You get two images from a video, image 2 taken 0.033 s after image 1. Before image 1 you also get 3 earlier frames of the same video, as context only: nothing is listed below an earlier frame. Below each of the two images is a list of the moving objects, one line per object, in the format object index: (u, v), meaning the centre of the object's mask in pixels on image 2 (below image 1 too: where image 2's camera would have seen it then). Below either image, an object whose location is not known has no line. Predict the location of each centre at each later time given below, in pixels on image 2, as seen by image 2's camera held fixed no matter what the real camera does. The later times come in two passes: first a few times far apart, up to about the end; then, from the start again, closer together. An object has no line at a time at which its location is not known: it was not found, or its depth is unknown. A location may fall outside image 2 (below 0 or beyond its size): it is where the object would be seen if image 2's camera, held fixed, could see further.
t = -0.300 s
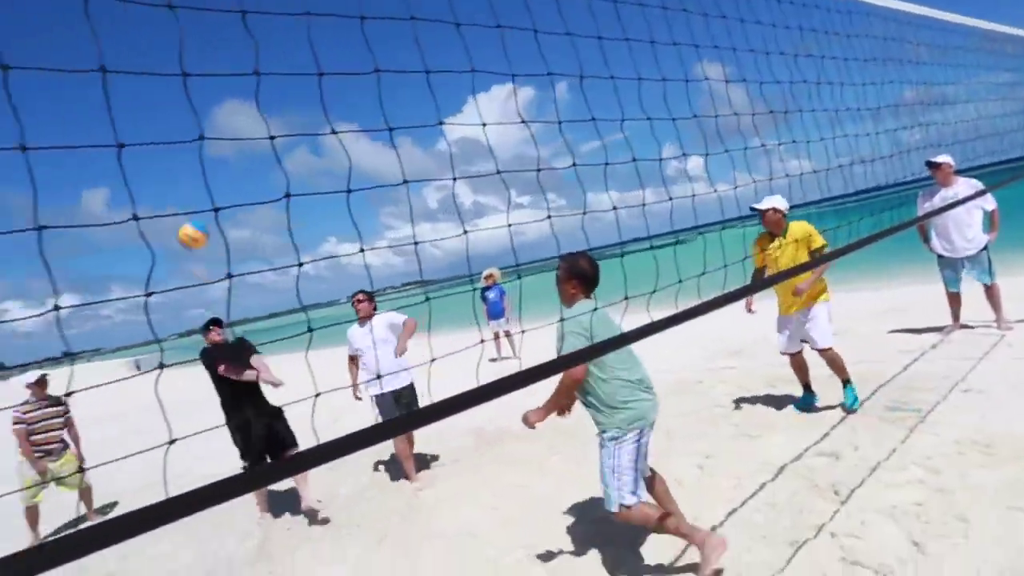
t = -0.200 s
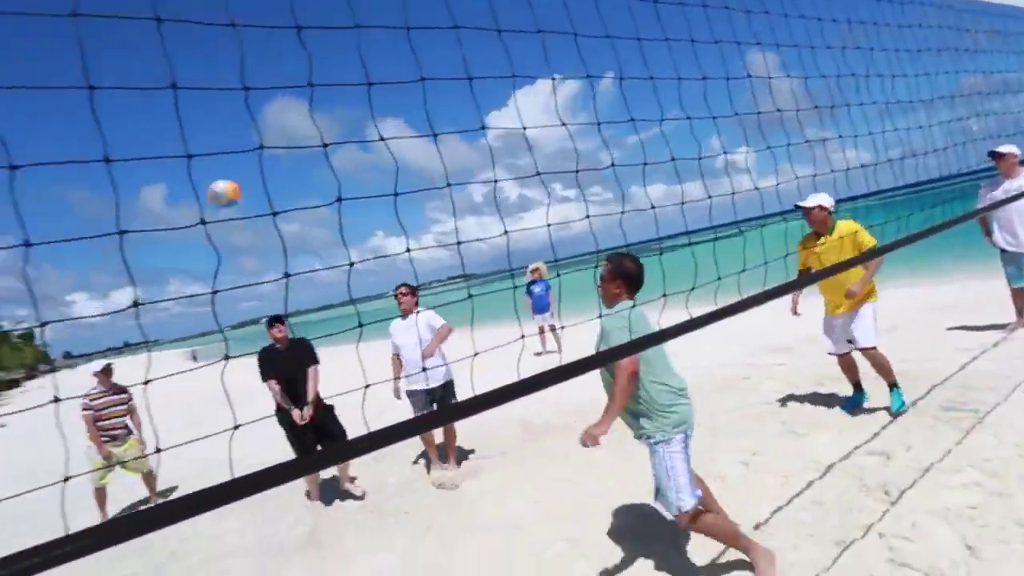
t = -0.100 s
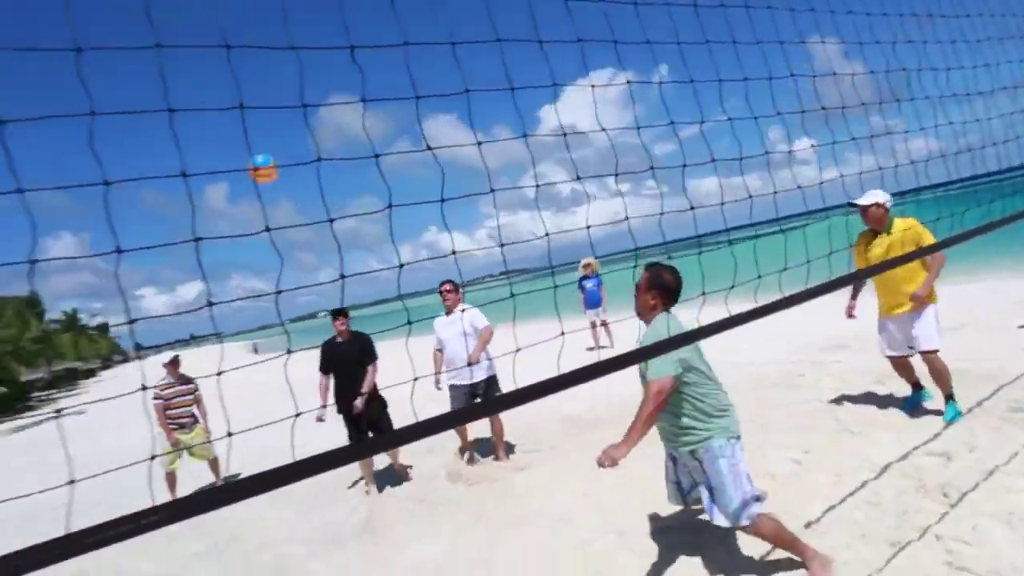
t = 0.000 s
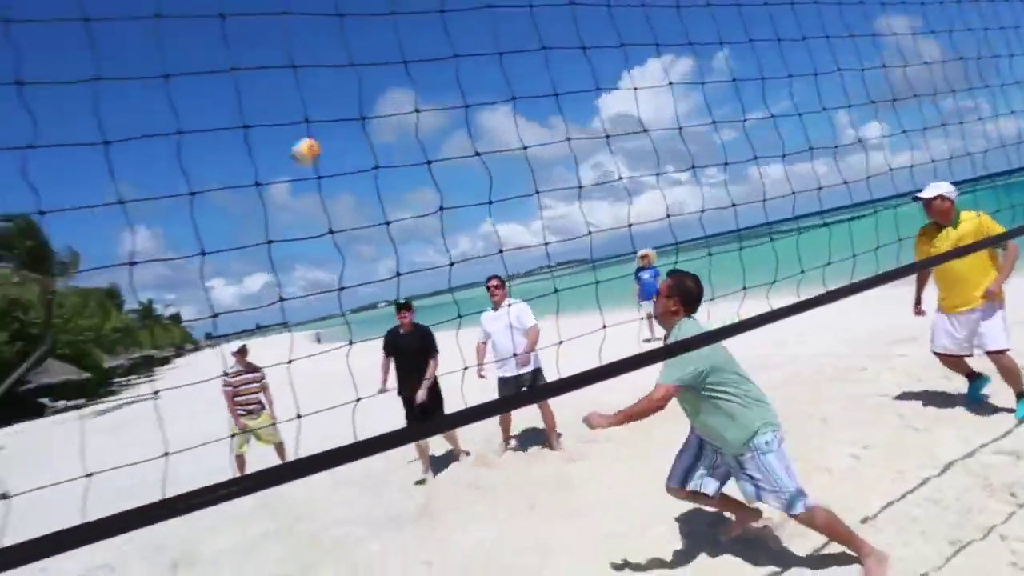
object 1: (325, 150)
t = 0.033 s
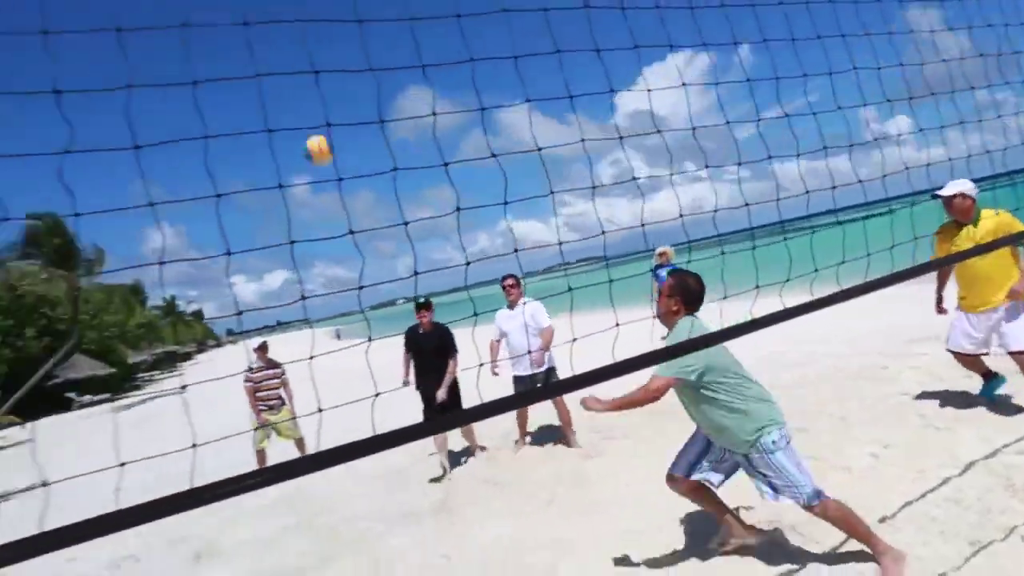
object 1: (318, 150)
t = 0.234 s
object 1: (291, 171)
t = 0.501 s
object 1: (267, 308)
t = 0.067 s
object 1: (314, 149)
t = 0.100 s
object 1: (310, 151)
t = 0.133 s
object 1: (305, 153)
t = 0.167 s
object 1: (300, 157)
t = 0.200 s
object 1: (295, 161)
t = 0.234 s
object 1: (291, 171)
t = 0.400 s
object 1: (272, 241)
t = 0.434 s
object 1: (270, 263)
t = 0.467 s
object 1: (266, 285)
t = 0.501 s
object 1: (267, 308)
